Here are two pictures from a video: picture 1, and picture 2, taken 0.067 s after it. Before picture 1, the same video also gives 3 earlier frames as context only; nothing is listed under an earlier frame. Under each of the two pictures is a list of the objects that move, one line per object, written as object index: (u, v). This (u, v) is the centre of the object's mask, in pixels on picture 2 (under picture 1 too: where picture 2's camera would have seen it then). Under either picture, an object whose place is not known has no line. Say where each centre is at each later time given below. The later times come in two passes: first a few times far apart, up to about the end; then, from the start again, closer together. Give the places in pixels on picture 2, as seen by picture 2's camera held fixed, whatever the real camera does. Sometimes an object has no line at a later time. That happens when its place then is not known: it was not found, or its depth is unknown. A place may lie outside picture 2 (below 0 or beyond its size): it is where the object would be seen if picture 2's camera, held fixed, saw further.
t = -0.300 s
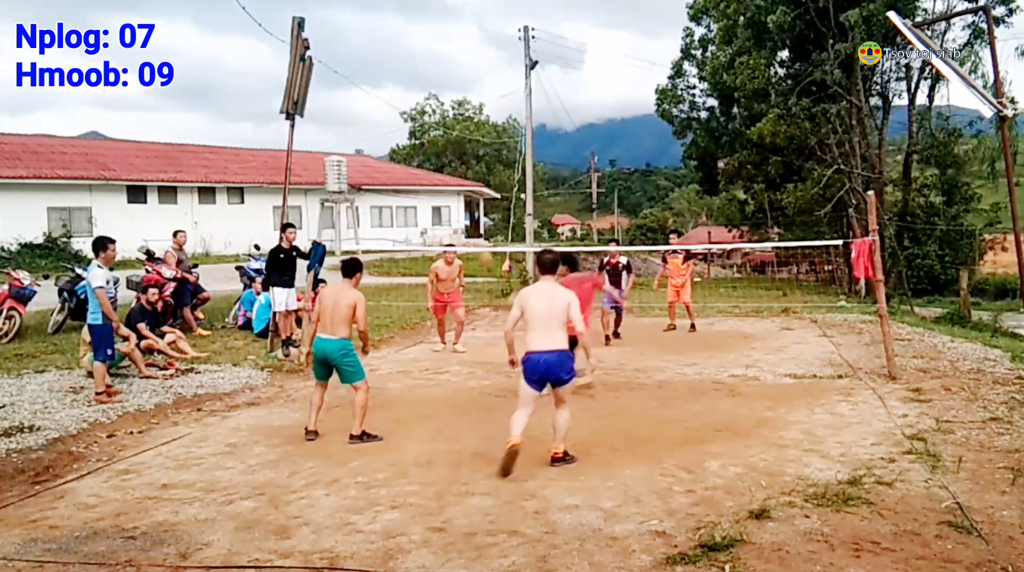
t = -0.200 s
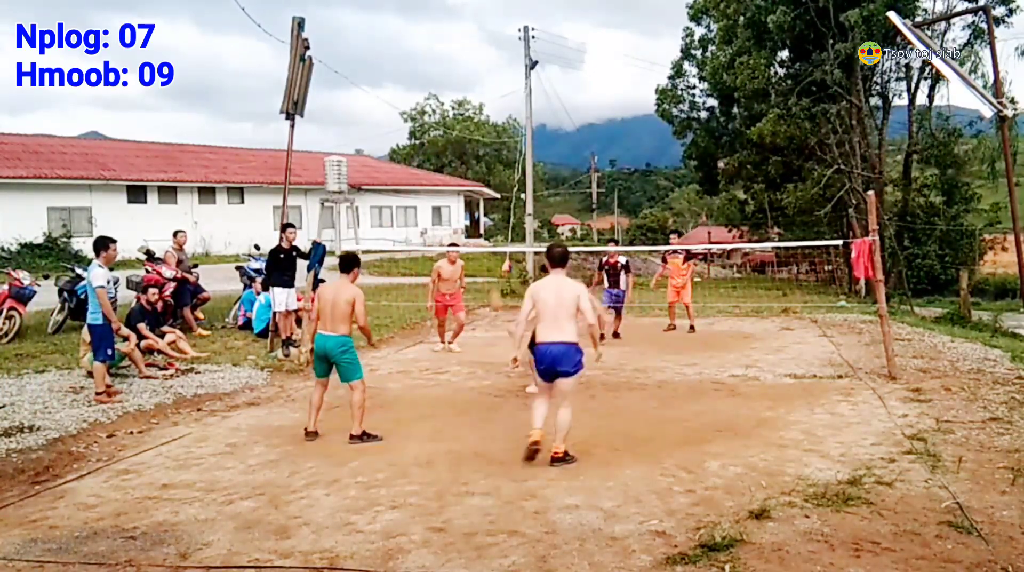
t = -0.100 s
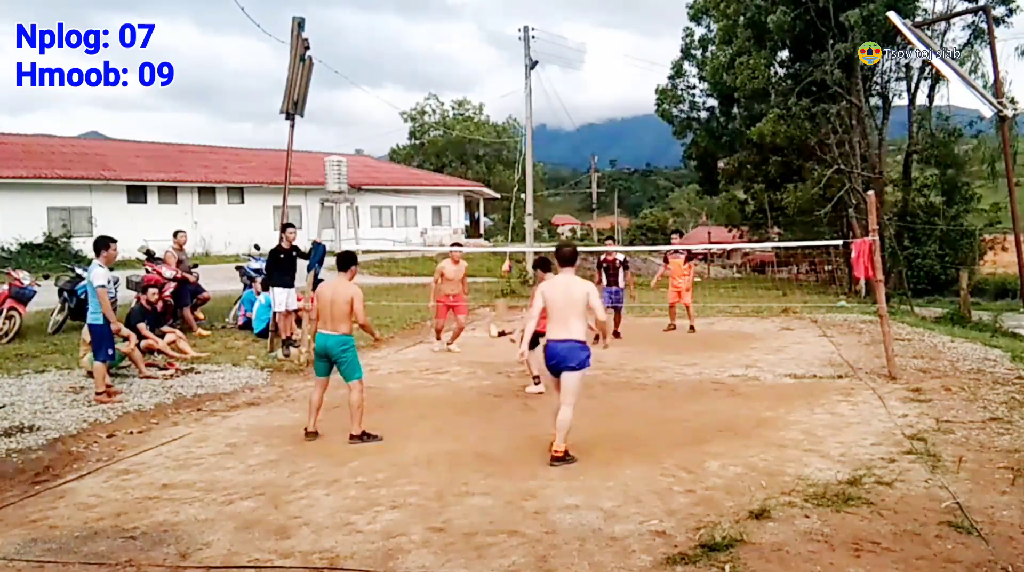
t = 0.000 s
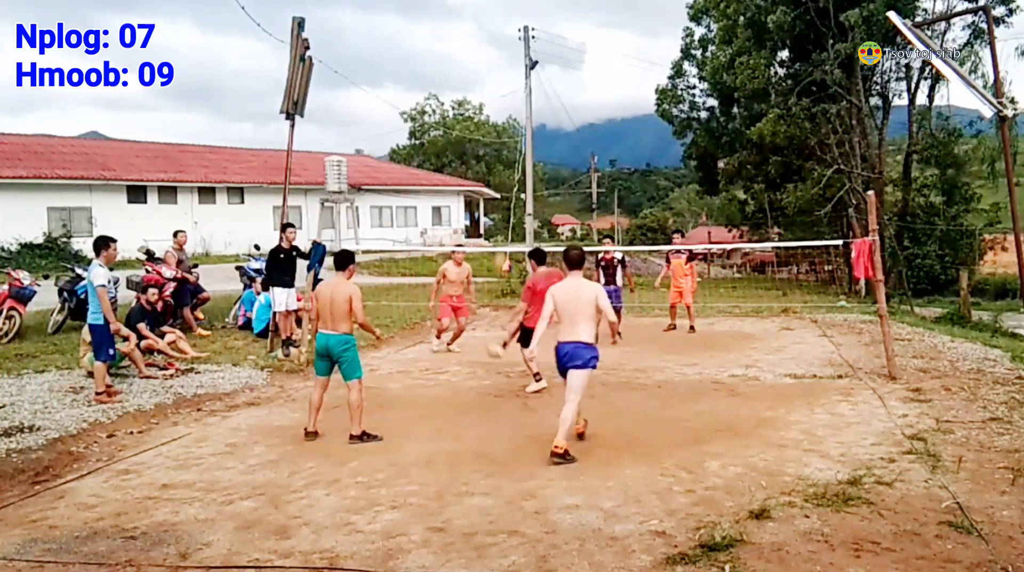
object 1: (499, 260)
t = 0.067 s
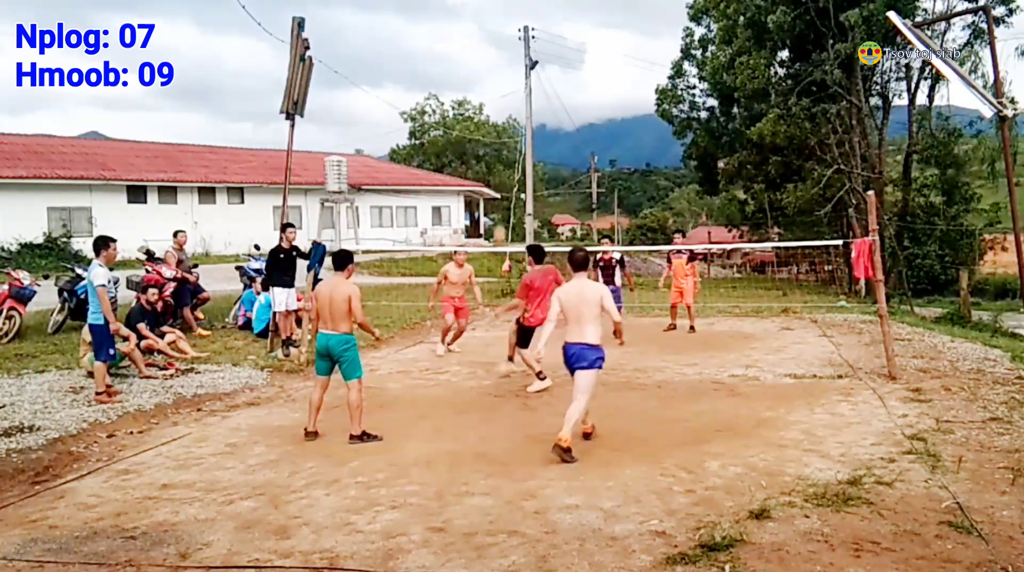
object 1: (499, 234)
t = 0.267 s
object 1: (499, 175)
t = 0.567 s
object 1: (500, 152)
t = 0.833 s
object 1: (503, 202)
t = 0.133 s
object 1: (499, 211)
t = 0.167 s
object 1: (499, 200)
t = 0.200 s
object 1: (499, 190)
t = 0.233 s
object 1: (499, 183)
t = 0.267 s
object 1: (499, 175)
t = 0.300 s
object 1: (498, 169)
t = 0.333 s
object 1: (498, 163)
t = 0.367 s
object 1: (499, 158)
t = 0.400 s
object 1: (499, 155)
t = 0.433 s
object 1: (499, 152)
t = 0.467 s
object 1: (499, 151)
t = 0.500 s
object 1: (499, 150)
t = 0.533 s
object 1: (500, 150)
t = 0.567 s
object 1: (500, 152)
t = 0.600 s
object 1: (500, 154)
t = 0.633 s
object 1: (501, 157)
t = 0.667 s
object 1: (501, 162)
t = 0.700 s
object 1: (501, 168)
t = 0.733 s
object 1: (502, 174)
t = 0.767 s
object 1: (502, 182)
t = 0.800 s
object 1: (503, 191)
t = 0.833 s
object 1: (503, 202)
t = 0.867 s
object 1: (503, 213)
